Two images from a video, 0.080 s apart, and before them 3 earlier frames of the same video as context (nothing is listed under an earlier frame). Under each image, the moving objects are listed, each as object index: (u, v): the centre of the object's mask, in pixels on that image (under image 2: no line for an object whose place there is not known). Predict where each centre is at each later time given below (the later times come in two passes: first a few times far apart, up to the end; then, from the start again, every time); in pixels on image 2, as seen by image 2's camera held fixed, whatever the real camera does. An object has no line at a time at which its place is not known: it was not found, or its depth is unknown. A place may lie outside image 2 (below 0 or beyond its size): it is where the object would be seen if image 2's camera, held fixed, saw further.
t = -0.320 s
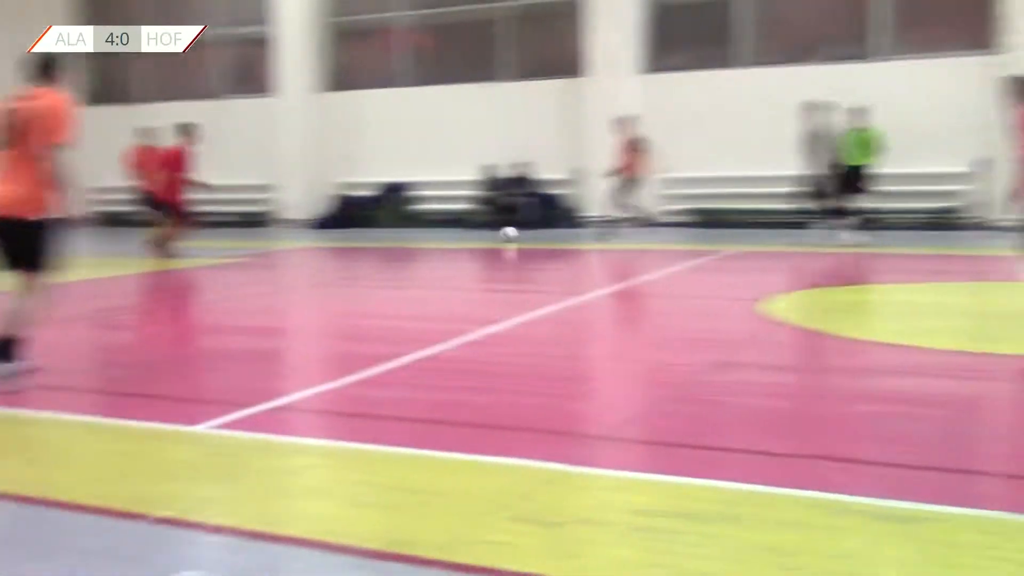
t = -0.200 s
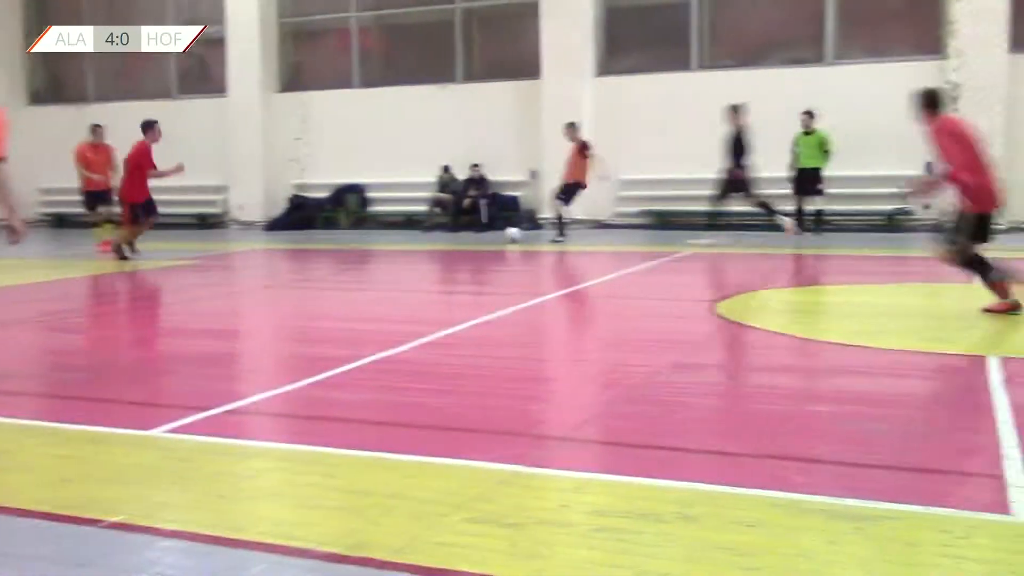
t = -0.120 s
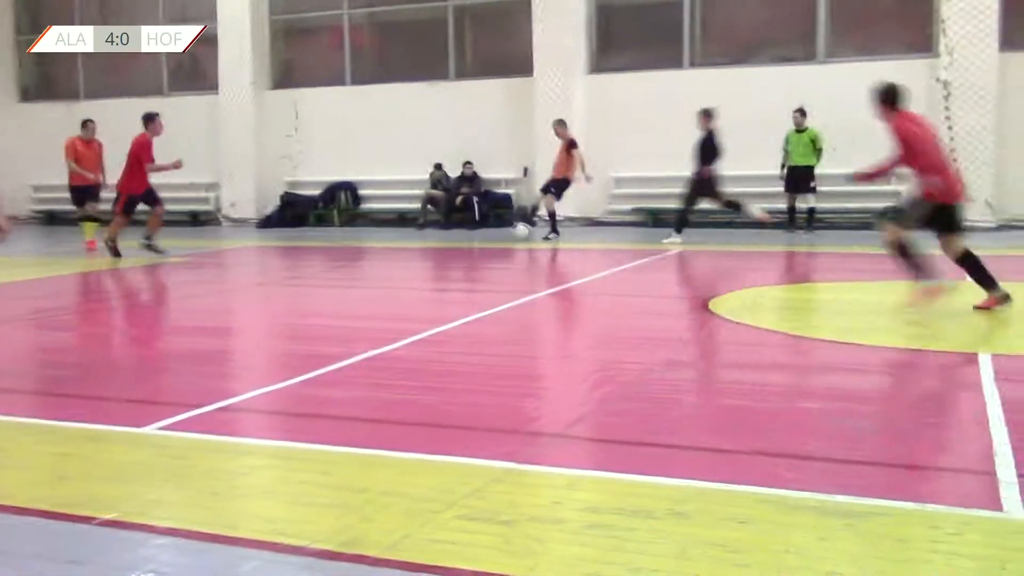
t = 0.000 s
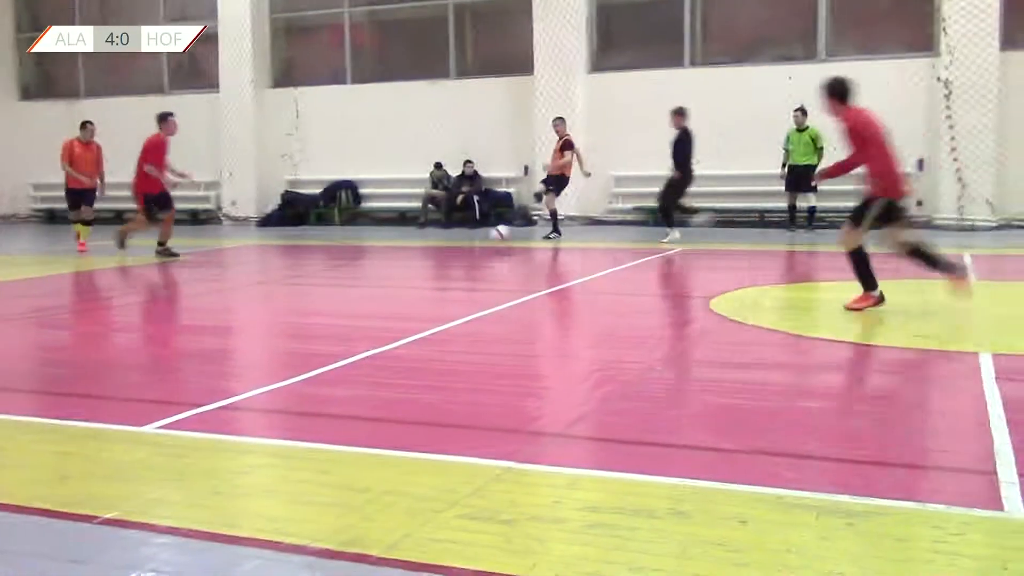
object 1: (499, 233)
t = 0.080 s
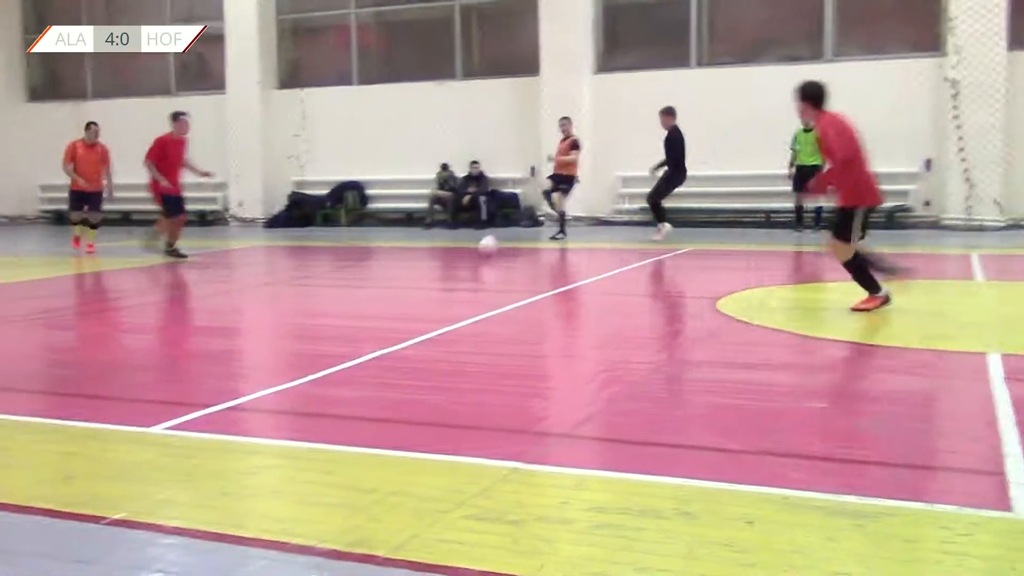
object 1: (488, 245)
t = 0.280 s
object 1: (440, 269)
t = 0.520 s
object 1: (355, 318)
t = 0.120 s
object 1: (479, 250)
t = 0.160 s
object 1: (470, 253)
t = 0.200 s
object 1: (461, 257)
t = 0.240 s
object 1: (450, 264)
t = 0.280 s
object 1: (440, 269)
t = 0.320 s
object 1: (428, 275)
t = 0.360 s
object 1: (415, 284)
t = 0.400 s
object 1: (403, 292)
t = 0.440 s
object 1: (388, 300)
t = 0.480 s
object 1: (372, 309)
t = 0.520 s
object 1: (355, 318)
